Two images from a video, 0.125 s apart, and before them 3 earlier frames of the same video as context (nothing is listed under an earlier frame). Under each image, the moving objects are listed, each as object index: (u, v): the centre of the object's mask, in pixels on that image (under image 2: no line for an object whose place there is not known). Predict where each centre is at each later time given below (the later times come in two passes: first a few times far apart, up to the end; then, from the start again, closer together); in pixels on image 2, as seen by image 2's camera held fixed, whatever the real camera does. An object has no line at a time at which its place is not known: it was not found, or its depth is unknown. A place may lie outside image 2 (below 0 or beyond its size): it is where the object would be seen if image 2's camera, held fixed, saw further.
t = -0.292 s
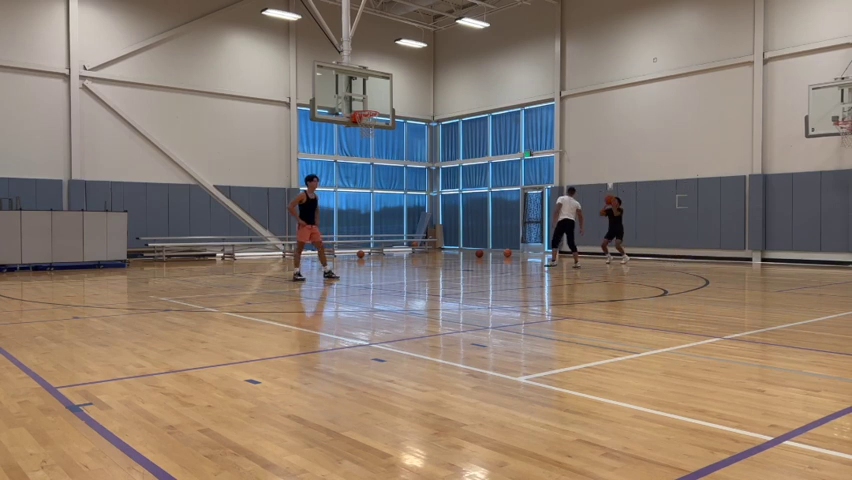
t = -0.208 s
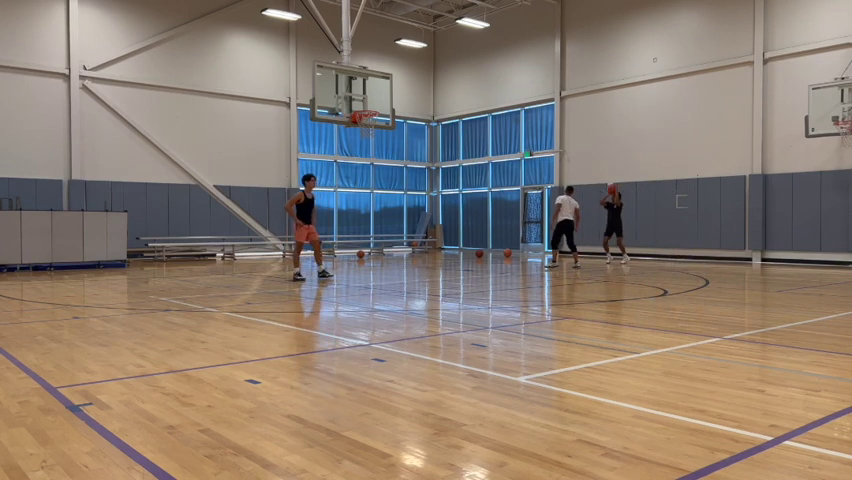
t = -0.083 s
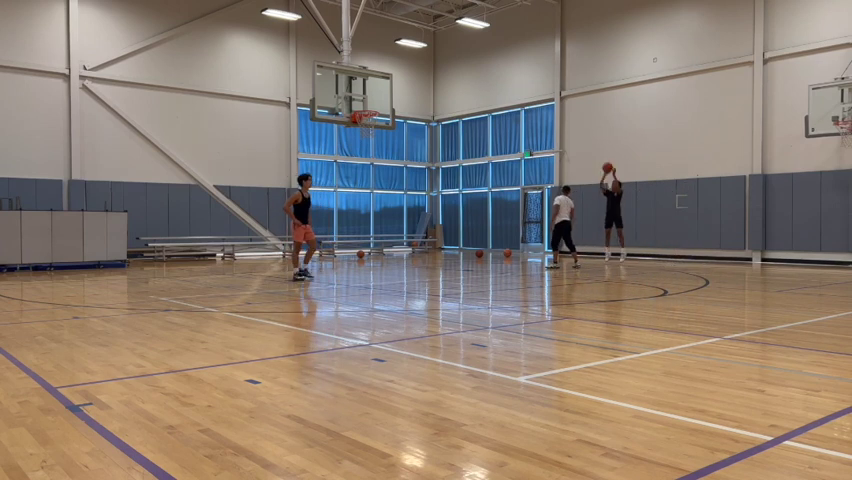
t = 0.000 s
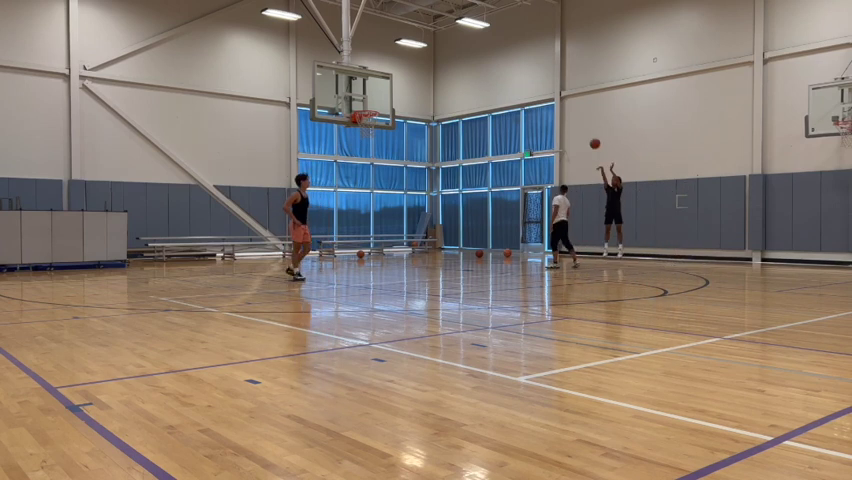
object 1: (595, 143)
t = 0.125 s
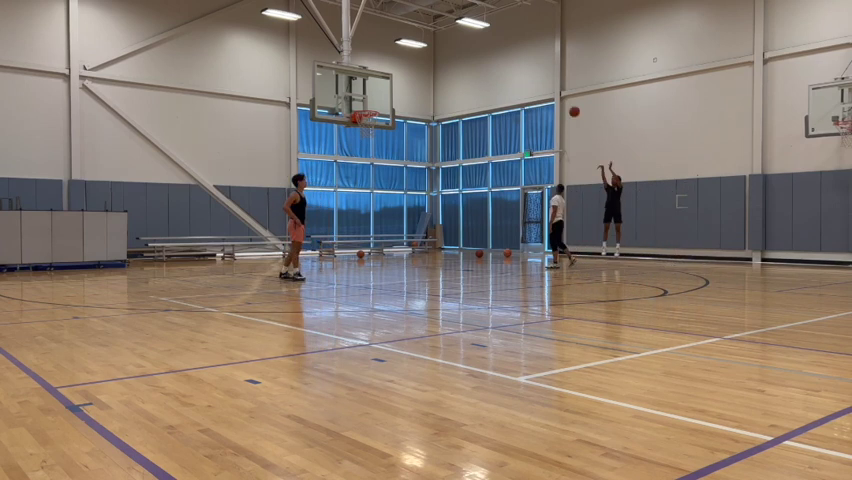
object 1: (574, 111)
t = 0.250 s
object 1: (553, 85)
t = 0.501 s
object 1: (508, 51)
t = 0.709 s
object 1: (468, 43)
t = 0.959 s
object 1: (417, 62)
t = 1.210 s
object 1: (364, 114)
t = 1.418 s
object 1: (350, 135)
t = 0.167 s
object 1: (567, 102)
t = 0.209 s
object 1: (560, 93)
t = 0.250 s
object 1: (553, 85)
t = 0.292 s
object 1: (545, 77)
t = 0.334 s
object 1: (538, 70)
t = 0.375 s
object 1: (531, 64)
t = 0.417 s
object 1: (523, 59)
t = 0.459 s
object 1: (516, 54)
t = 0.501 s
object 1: (508, 51)
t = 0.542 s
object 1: (500, 48)
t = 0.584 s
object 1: (492, 45)
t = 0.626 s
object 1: (484, 44)
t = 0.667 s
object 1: (476, 43)
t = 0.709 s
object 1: (468, 43)
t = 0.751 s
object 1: (460, 44)
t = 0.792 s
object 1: (451, 46)
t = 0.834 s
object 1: (443, 48)
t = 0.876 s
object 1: (435, 52)
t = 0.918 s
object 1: (426, 57)
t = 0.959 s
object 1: (417, 62)
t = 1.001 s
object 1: (409, 68)
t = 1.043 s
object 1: (400, 75)
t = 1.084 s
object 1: (391, 83)
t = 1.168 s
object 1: (373, 102)
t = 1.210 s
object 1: (364, 114)
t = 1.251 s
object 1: (357, 121)
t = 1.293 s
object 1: (355, 125)
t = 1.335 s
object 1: (353, 128)
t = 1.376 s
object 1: (351, 131)
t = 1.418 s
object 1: (350, 135)
